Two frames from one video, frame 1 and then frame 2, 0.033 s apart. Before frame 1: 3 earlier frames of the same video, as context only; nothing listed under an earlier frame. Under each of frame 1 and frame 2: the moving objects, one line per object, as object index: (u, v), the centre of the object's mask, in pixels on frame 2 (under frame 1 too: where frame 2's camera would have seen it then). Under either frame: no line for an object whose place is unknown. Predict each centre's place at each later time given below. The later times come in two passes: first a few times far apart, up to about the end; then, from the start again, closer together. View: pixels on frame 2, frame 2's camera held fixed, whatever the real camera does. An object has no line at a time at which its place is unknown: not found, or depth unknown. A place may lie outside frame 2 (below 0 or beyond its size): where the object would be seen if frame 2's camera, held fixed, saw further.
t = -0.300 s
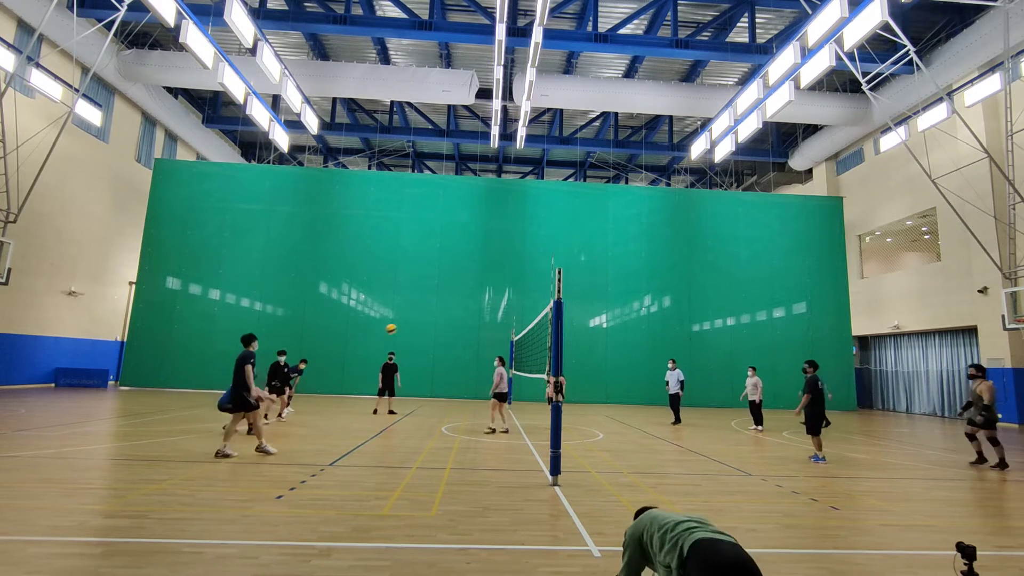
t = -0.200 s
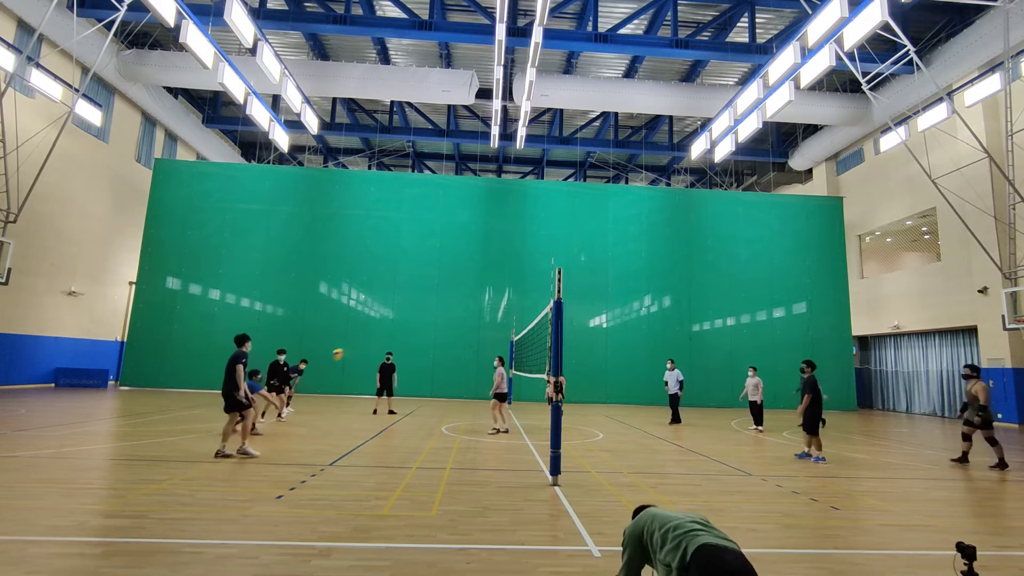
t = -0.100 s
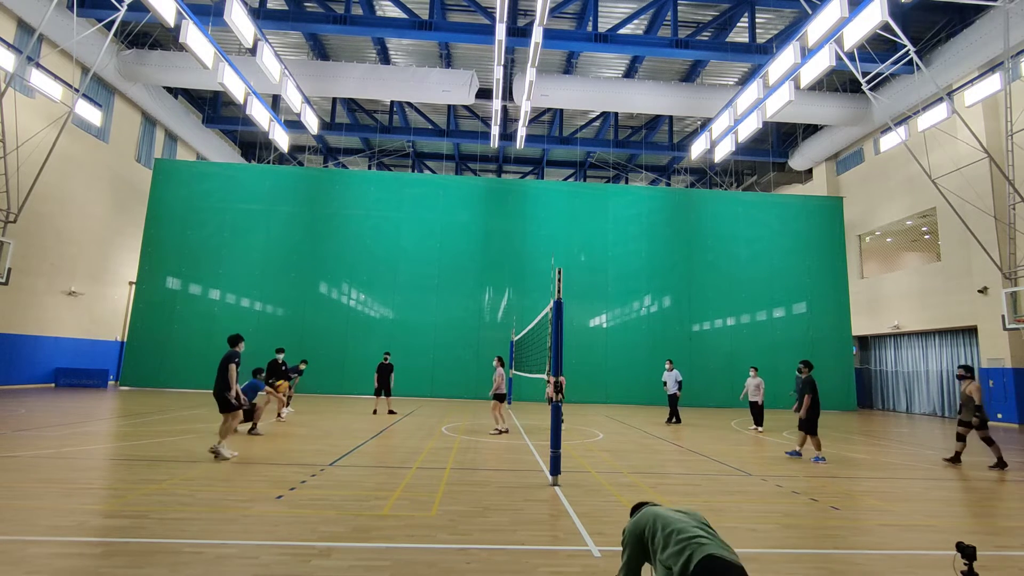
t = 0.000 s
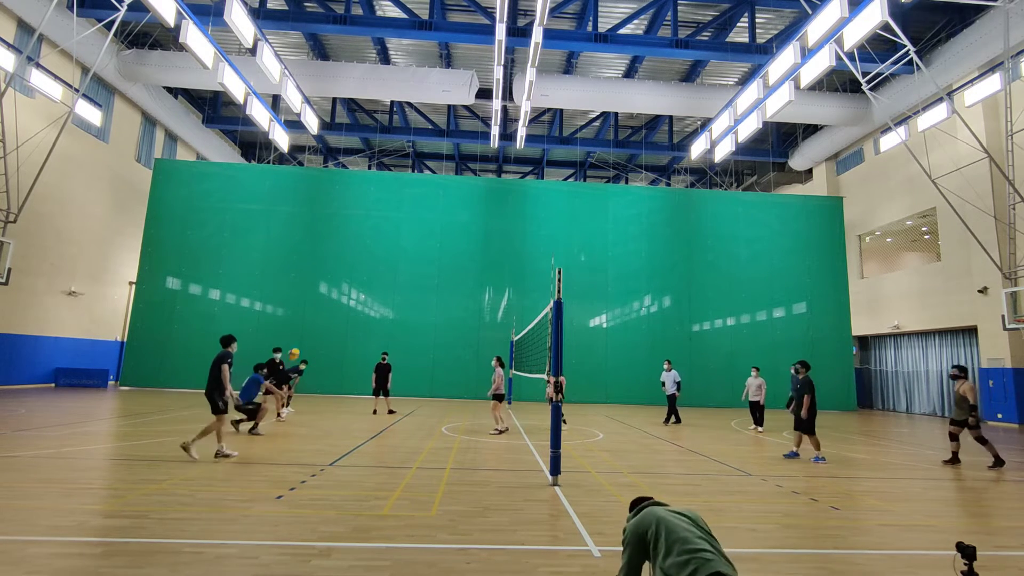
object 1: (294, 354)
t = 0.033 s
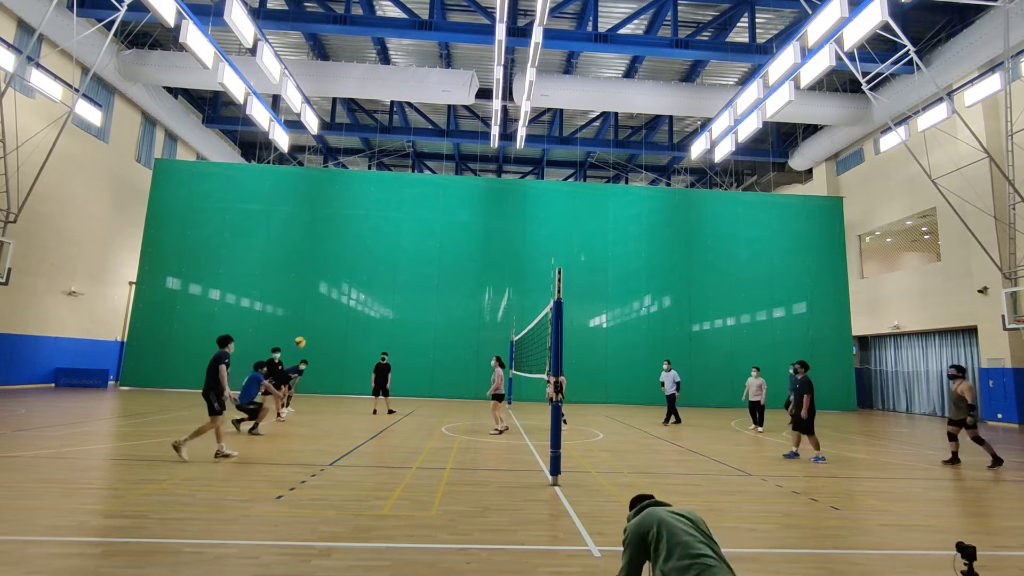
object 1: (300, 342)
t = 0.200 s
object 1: (326, 295)
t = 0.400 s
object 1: (354, 258)
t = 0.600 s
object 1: (379, 240)
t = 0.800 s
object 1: (402, 241)
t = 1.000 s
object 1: (423, 258)
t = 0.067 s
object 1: (305, 331)
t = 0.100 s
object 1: (310, 322)
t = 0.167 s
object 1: (321, 303)
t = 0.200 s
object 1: (326, 295)
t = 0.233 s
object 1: (331, 288)
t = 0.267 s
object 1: (336, 281)
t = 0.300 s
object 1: (341, 274)
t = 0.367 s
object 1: (350, 263)
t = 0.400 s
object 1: (354, 258)
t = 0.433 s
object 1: (358, 254)
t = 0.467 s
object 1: (363, 250)
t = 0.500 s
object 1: (367, 247)
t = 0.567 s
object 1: (375, 242)
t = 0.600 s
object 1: (379, 240)
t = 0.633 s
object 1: (383, 239)
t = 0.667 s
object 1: (387, 238)
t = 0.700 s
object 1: (390, 238)
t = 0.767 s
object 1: (398, 239)
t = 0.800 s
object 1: (402, 241)
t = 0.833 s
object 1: (405, 242)
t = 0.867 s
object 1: (409, 244)
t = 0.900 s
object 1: (412, 246)
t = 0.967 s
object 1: (419, 254)
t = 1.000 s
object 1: (423, 258)
